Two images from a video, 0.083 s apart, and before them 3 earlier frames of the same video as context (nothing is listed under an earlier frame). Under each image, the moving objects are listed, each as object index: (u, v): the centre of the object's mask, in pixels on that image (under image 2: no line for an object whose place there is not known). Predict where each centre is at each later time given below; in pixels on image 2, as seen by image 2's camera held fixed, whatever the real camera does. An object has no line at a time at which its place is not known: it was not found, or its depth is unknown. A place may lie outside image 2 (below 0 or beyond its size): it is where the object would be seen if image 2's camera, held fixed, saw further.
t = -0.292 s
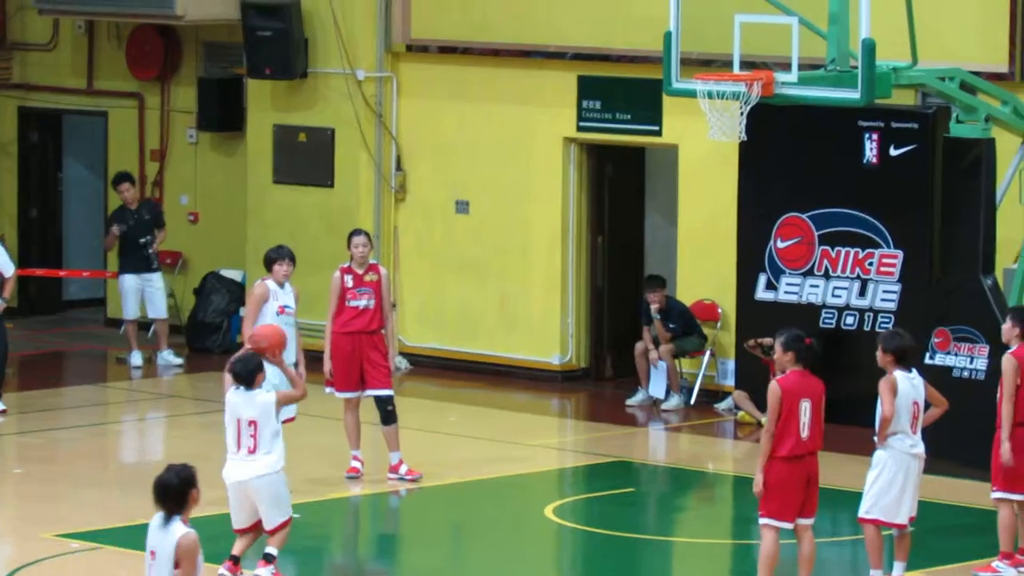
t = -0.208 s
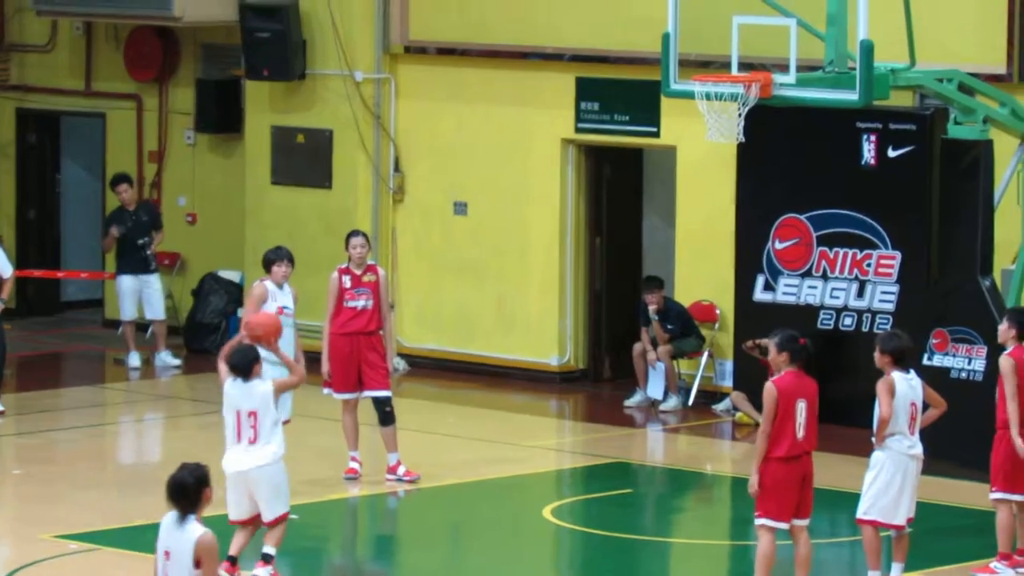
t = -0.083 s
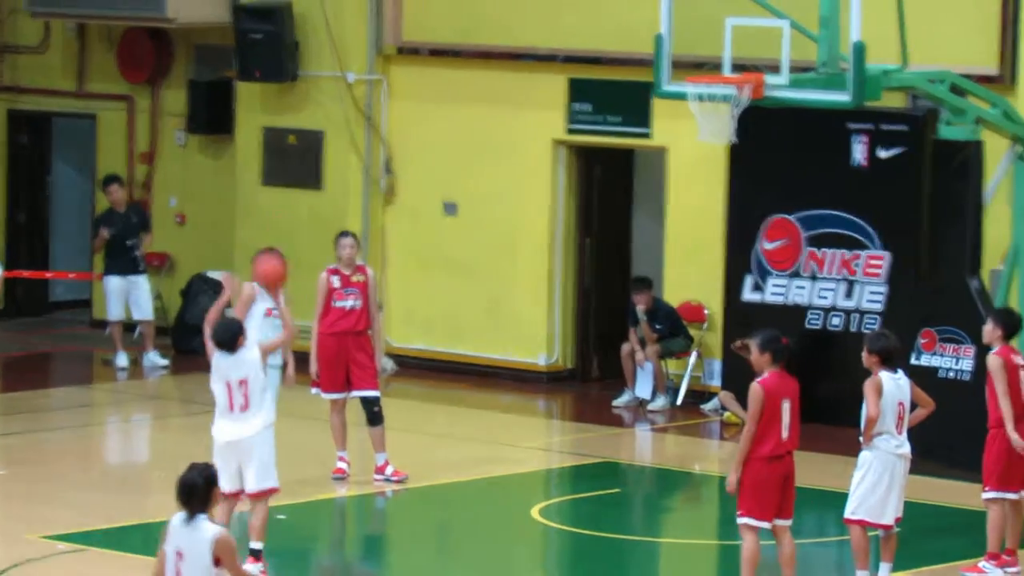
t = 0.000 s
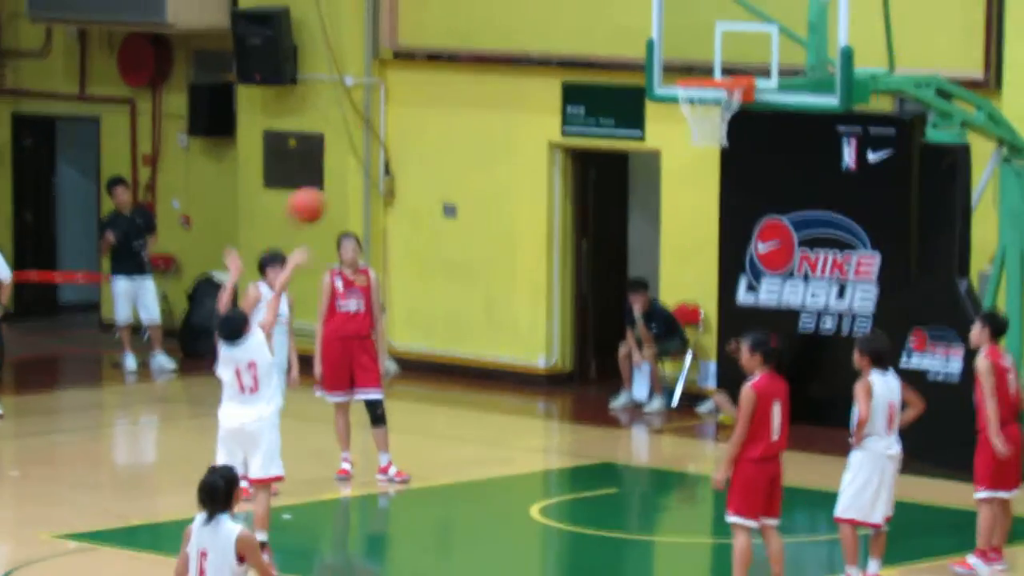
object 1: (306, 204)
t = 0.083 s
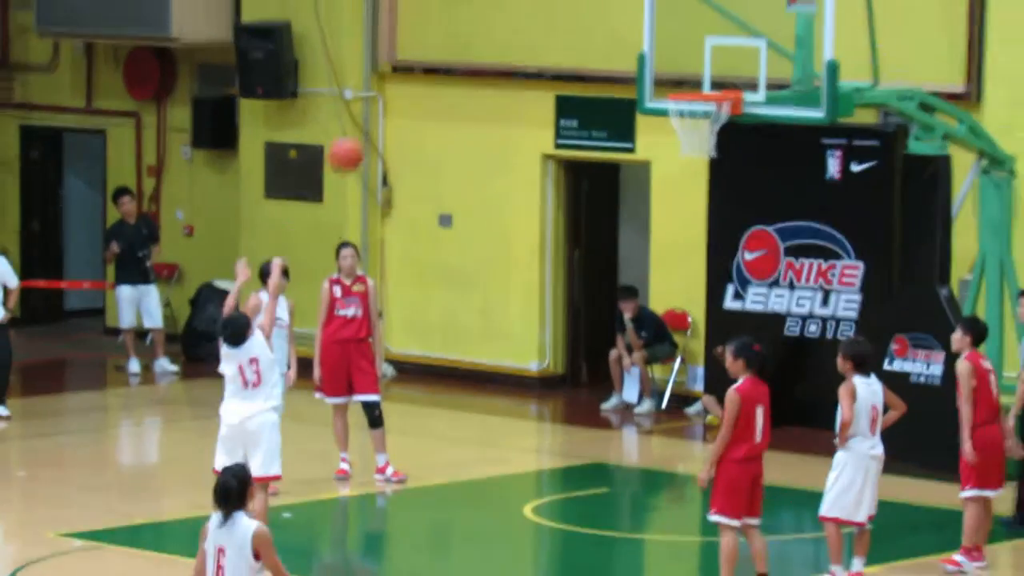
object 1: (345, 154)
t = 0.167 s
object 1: (385, 98)
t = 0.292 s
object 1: (439, 46)
